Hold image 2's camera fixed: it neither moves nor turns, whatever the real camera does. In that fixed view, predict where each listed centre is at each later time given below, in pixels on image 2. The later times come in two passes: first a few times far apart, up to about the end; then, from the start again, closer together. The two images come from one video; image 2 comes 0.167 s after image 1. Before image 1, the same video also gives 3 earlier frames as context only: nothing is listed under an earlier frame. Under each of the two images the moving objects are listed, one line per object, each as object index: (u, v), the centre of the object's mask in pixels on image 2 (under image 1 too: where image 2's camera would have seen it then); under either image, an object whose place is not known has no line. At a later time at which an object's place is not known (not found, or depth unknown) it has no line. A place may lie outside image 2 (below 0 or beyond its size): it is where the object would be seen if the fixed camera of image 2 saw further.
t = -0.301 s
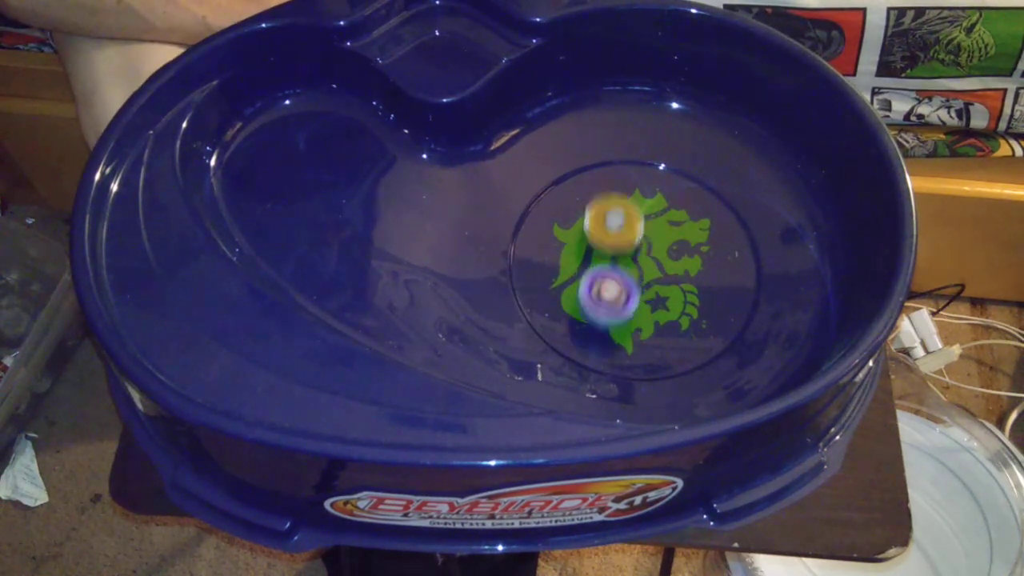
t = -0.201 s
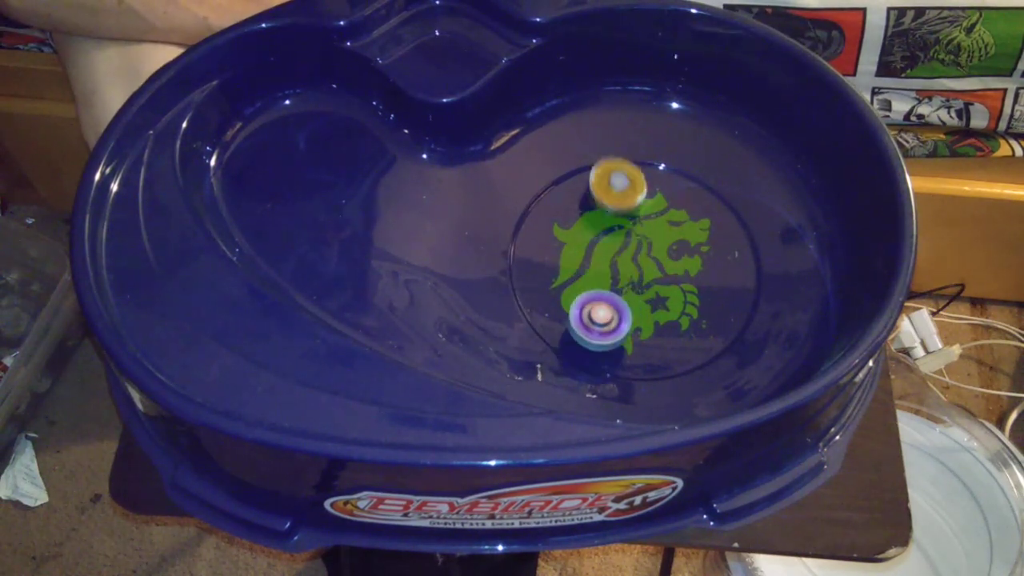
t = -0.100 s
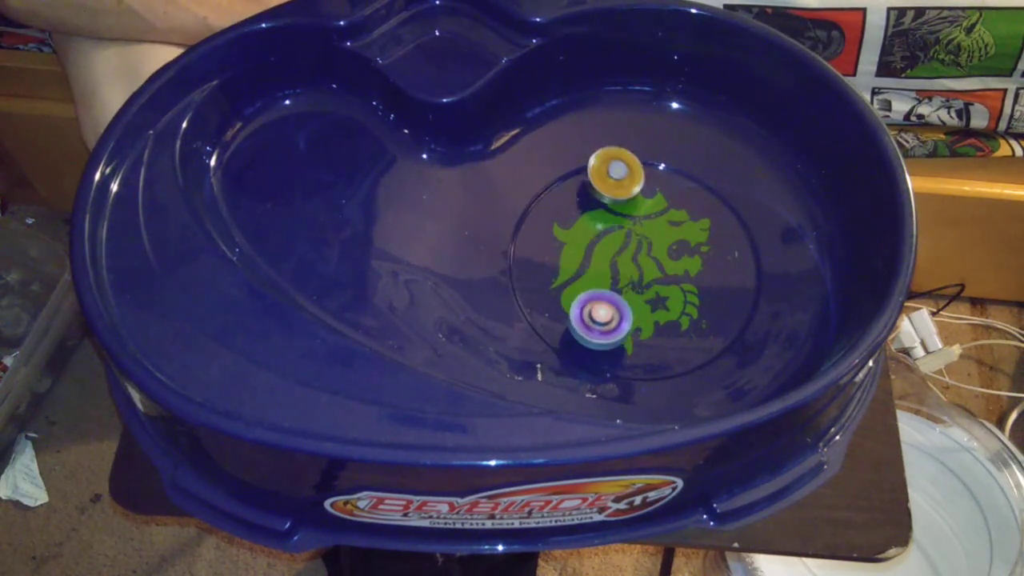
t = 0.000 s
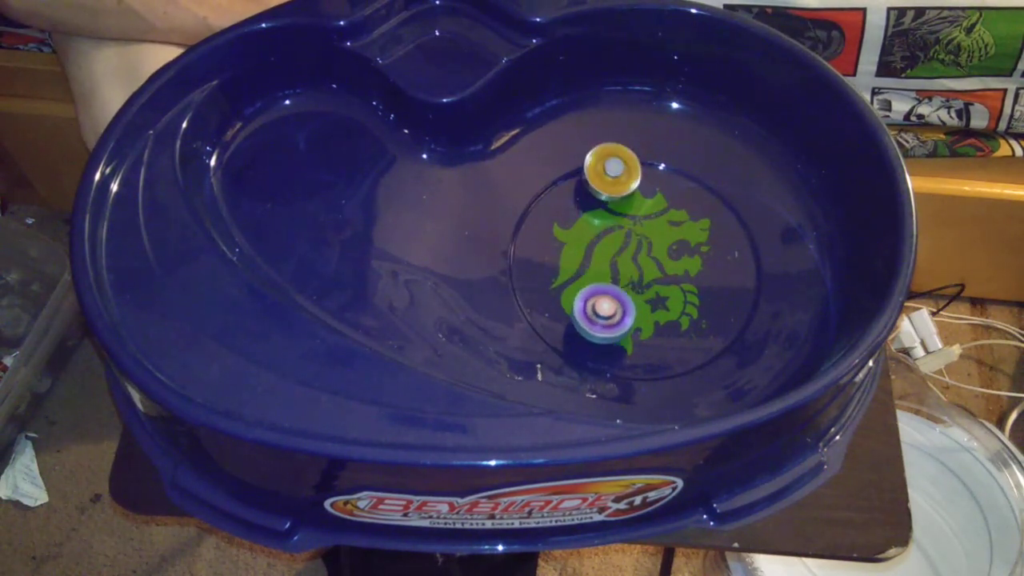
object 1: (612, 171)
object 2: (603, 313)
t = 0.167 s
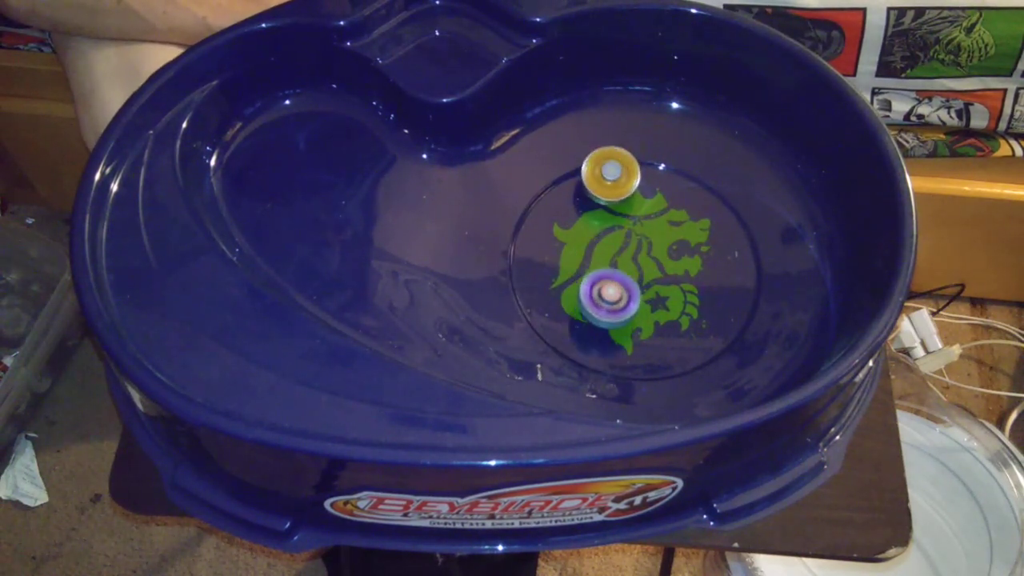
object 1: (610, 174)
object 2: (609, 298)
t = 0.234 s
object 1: (612, 178)
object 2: (611, 292)
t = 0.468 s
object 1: (619, 208)
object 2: (622, 270)
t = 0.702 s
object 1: (627, 214)
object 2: (630, 276)
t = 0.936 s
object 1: (617, 216)
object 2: (642, 287)
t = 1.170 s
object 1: (608, 221)
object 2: (650, 286)
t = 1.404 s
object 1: (605, 226)
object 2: (652, 285)
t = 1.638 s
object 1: (605, 231)
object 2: (644, 281)
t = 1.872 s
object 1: (591, 202)
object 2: (649, 302)
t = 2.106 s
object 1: (591, 206)
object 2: (645, 299)
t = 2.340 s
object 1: (600, 220)
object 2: (634, 288)
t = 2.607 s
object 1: (605, 225)
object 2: (628, 288)
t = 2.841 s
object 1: (597, 158)
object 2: (636, 347)
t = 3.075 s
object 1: (608, 180)
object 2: (651, 352)
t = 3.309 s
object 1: (625, 223)
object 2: (657, 333)
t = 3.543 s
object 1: (643, 240)
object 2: (652, 323)
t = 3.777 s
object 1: (635, 202)
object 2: (648, 337)
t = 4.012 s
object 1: (615, 201)
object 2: (651, 314)
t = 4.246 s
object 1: (606, 206)
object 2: (651, 288)
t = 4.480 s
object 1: (605, 220)
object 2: (654, 266)
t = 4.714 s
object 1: (596, 232)
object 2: (665, 258)
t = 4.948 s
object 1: (590, 245)
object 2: (668, 256)
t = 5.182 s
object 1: (589, 254)
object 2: (665, 260)
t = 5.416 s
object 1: (585, 257)
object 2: (659, 267)
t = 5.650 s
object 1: (576, 256)
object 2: (651, 272)
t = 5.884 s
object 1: (564, 244)
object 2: (654, 276)
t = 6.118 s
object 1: (570, 236)
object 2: (652, 274)
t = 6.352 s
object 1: (589, 239)
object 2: (646, 270)
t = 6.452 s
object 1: (586, 237)
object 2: (653, 277)
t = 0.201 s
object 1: (611, 176)
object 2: (610, 295)
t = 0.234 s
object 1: (612, 178)
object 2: (611, 292)
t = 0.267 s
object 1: (613, 181)
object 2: (613, 288)
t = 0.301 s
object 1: (614, 184)
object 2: (614, 285)
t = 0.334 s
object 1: (616, 189)
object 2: (616, 281)
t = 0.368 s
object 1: (617, 193)
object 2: (617, 278)
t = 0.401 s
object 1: (618, 198)
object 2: (619, 275)
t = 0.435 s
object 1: (619, 203)
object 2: (620, 272)
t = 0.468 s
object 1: (619, 208)
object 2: (622, 270)
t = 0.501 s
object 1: (620, 211)
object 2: (623, 270)
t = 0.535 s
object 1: (624, 207)
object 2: (623, 275)
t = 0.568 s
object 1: (626, 206)
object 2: (624, 278)
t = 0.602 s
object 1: (628, 206)
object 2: (625, 278)
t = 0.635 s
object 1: (629, 208)
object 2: (626, 278)
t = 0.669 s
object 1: (629, 211)
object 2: (628, 277)
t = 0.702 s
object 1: (627, 214)
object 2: (630, 276)
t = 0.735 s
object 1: (626, 217)
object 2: (631, 275)
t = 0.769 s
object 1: (624, 218)
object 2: (633, 277)
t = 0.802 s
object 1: (622, 215)
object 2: (635, 282)
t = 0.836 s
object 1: (621, 214)
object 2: (637, 285)
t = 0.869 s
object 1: (620, 214)
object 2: (639, 286)
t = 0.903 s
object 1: (619, 215)
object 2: (641, 287)
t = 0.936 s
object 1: (617, 216)
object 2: (642, 287)
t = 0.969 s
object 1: (616, 217)
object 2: (644, 288)
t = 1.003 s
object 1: (614, 218)
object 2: (645, 287)
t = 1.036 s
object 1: (613, 218)
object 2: (646, 287)
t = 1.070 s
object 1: (611, 220)
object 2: (647, 287)
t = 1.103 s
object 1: (610, 220)
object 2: (648, 287)
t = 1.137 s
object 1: (609, 221)
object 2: (649, 286)
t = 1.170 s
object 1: (608, 221)
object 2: (650, 286)
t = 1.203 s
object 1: (608, 222)
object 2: (650, 286)
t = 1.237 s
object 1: (607, 223)
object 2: (651, 286)
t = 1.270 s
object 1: (606, 224)
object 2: (652, 286)
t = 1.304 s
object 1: (606, 224)
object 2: (652, 286)
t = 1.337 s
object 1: (606, 225)
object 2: (652, 285)
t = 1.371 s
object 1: (605, 225)
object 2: (652, 285)
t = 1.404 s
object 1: (605, 226)
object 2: (652, 285)
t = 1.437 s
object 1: (605, 226)
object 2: (652, 285)
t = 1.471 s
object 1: (605, 227)
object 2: (651, 285)
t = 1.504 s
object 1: (605, 228)
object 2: (650, 284)
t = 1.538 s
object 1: (605, 229)
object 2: (649, 283)
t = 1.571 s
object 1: (605, 229)
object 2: (648, 283)
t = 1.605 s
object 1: (605, 230)
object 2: (646, 282)
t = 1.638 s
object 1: (605, 231)
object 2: (644, 281)
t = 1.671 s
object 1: (605, 232)
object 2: (642, 280)
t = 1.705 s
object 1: (602, 225)
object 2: (643, 284)
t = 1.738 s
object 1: (597, 216)
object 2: (646, 291)
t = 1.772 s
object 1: (594, 209)
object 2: (647, 297)
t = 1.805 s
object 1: (592, 205)
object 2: (648, 299)
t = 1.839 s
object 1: (592, 203)
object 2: (649, 301)
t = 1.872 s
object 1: (591, 202)
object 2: (649, 302)
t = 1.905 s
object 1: (590, 202)
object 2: (649, 302)
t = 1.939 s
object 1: (590, 202)
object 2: (648, 302)
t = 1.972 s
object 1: (590, 203)
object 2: (648, 302)
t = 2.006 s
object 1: (590, 203)
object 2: (648, 302)
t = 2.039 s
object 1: (590, 204)
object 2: (647, 301)
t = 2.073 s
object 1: (590, 205)
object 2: (647, 300)
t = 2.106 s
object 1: (591, 206)
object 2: (645, 299)
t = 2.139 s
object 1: (591, 207)
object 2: (644, 298)
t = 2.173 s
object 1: (592, 208)
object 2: (643, 297)
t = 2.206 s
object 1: (593, 210)
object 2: (641, 296)
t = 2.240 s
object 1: (595, 211)
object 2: (640, 294)
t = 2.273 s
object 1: (596, 214)
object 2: (638, 293)
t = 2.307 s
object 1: (598, 217)
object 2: (636, 290)
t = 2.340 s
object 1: (600, 220)
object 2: (634, 288)
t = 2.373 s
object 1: (602, 223)
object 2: (633, 286)
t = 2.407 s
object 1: (604, 227)
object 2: (631, 284)
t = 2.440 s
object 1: (605, 228)
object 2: (631, 284)
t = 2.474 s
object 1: (604, 225)
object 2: (631, 288)
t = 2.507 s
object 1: (604, 223)
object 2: (631, 290)
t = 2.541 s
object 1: (605, 223)
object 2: (630, 290)
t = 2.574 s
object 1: (605, 224)
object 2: (629, 289)
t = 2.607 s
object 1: (605, 225)
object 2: (628, 288)
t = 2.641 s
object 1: (604, 226)
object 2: (627, 287)
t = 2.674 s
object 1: (604, 227)
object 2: (627, 286)
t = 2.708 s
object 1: (604, 229)
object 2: (626, 284)
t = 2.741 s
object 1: (603, 220)
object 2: (627, 291)
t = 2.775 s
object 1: (600, 196)
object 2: (630, 315)
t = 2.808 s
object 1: (598, 174)
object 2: (633, 333)
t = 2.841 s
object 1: (597, 158)
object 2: (636, 347)
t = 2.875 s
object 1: (597, 150)
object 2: (638, 356)
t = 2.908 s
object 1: (598, 149)
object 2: (640, 359)
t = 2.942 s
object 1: (599, 150)
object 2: (642, 359)
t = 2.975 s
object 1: (601, 155)
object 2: (644, 358)
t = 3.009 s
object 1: (604, 164)
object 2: (646, 356)
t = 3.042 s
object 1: (607, 171)
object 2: (649, 354)
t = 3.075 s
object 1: (608, 180)
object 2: (651, 352)
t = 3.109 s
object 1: (610, 188)
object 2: (653, 350)
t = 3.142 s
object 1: (611, 197)
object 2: (655, 348)
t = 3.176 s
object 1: (613, 204)
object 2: (656, 346)
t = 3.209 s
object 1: (615, 210)
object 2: (657, 343)
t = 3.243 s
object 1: (617, 215)
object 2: (657, 340)
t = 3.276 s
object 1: (621, 219)
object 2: (657, 337)
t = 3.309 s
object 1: (625, 223)
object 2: (657, 333)
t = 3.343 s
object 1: (629, 226)
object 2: (656, 330)
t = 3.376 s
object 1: (632, 232)
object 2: (656, 326)
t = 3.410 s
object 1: (636, 237)
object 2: (655, 322)
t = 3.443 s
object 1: (638, 242)
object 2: (654, 318)
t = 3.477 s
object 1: (640, 248)
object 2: (654, 314)
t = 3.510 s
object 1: (642, 252)
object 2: (653, 312)
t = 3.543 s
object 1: (643, 240)
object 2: (652, 323)
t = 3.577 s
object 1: (644, 225)
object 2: (651, 335)
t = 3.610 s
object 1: (644, 215)
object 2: (649, 341)
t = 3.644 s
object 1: (644, 208)
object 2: (647, 344)
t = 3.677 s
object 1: (643, 205)
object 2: (647, 343)
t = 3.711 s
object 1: (641, 202)
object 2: (647, 341)
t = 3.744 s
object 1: (638, 202)
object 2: (647, 339)
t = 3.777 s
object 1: (635, 202)
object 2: (648, 337)
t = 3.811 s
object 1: (632, 203)
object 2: (649, 334)
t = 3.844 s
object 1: (629, 202)
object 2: (649, 331)
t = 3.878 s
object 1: (625, 201)
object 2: (650, 328)
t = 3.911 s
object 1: (622, 201)
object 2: (650, 324)
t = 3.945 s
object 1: (619, 201)
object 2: (650, 321)
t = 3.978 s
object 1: (617, 201)
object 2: (650, 317)
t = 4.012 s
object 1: (615, 201)
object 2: (651, 314)
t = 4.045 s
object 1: (613, 202)
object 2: (651, 310)
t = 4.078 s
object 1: (611, 202)
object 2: (651, 306)
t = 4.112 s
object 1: (610, 202)
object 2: (651, 302)
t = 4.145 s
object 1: (608, 203)
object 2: (651, 299)
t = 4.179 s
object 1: (607, 203)
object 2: (651, 295)
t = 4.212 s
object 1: (607, 204)
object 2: (651, 292)
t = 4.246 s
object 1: (606, 206)
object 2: (651, 288)
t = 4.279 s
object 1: (606, 206)
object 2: (651, 284)
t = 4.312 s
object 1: (606, 208)
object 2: (651, 281)
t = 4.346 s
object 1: (606, 210)
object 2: (651, 277)
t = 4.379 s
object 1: (605, 212)
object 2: (652, 274)
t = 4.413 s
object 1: (605, 215)
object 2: (652, 271)
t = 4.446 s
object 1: (605, 217)
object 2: (653, 268)
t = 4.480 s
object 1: (605, 220)
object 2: (654, 266)
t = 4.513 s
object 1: (606, 223)
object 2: (655, 263)
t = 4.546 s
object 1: (603, 224)
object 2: (657, 263)
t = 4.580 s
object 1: (601, 224)
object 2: (660, 262)
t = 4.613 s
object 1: (600, 226)
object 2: (661, 261)
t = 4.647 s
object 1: (599, 228)
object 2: (663, 260)
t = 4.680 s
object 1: (598, 230)
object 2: (664, 259)
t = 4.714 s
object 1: (596, 232)
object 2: (665, 258)
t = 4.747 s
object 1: (595, 234)
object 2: (666, 257)
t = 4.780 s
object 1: (594, 236)
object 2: (667, 256)
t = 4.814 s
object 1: (593, 238)
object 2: (667, 256)
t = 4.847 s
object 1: (592, 240)
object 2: (668, 256)
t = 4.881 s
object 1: (591, 242)
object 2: (668, 256)
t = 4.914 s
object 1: (591, 244)
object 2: (668, 256)
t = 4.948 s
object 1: (590, 245)
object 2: (668, 256)
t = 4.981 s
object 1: (590, 247)
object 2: (668, 256)
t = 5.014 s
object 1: (590, 248)
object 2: (668, 256)
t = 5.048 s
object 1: (589, 250)
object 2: (668, 257)
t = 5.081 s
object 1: (589, 251)
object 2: (667, 258)
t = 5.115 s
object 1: (589, 252)
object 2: (667, 258)
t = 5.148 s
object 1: (589, 254)
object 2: (666, 259)
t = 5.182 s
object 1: (589, 254)
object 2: (665, 260)
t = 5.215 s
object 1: (590, 256)
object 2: (663, 261)
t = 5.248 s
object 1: (590, 256)
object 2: (662, 262)
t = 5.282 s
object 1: (591, 257)
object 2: (660, 263)
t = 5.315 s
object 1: (591, 258)
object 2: (658, 264)
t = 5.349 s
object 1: (591, 258)
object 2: (656, 264)
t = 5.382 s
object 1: (591, 258)
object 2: (656, 266)
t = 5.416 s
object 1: (585, 257)
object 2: (659, 267)
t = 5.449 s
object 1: (581, 257)
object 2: (659, 269)
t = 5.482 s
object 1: (579, 256)
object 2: (659, 270)
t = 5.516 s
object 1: (578, 257)
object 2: (658, 271)
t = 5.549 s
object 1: (577, 256)
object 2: (657, 271)
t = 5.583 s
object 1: (576, 256)
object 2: (655, 272)
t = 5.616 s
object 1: (577, 256)
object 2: (653, 272)
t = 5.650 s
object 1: (576, 256)
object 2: (651, 272)
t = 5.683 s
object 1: (577, 256)
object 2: (649, 272)
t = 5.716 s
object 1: (578, 256)
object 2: (647, 272)
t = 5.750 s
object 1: (578, 256)
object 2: (645, 271)
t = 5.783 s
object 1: (580, 255)
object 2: (643, 271)
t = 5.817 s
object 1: (574, 252)
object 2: (647, 273)
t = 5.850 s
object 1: (567, 247)
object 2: (652, 275)
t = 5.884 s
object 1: (564, 244)
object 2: (654, 276)
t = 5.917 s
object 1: (563, 241)
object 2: (654, 277)
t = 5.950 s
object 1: (563, 240)
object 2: (655, 277)
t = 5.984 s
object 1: (564, 239)
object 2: (654, 277)
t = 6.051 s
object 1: (566, 237)
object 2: (654, 276)
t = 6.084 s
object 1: (567, 236)
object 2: (653, 275)
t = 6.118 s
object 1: (570, 236)
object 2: (652, 274)
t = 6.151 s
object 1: (573, 235)
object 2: (651, 274)
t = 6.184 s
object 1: (576, 235)
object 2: (651, 273)
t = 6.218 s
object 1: (579, 235)
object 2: (650, 272)
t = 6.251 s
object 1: (583, 237)
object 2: (648, 271)
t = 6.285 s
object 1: (586, 238)
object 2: (646, 270)
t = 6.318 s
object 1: (590, 240)
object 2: (645, 270)
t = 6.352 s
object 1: (589, 239)
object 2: (646, 270)
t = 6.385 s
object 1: (590, 240)
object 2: (646, 271)
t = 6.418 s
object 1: (591, 240)
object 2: (646, 271)
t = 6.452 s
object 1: (586, 237)
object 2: (653, 277)
